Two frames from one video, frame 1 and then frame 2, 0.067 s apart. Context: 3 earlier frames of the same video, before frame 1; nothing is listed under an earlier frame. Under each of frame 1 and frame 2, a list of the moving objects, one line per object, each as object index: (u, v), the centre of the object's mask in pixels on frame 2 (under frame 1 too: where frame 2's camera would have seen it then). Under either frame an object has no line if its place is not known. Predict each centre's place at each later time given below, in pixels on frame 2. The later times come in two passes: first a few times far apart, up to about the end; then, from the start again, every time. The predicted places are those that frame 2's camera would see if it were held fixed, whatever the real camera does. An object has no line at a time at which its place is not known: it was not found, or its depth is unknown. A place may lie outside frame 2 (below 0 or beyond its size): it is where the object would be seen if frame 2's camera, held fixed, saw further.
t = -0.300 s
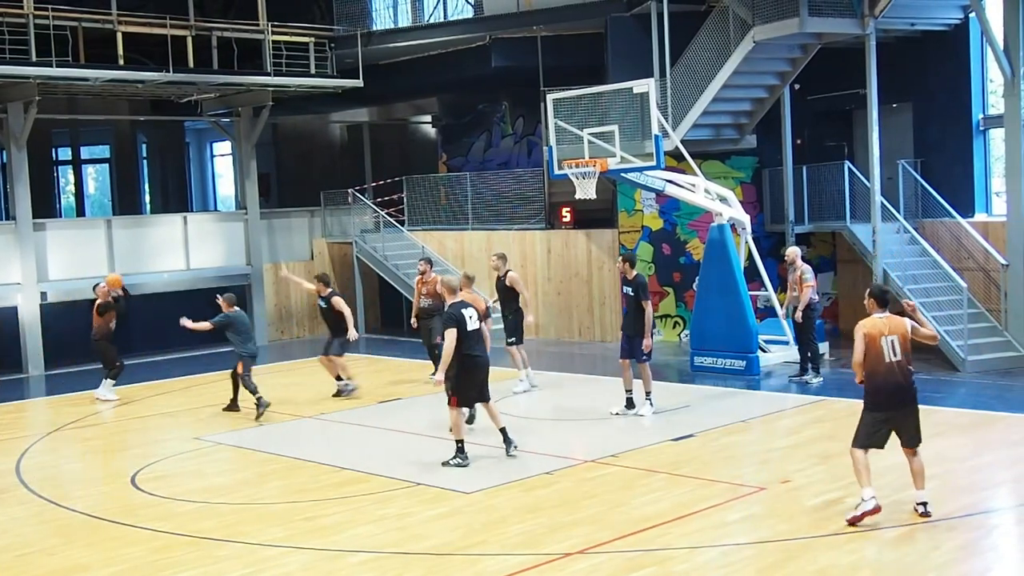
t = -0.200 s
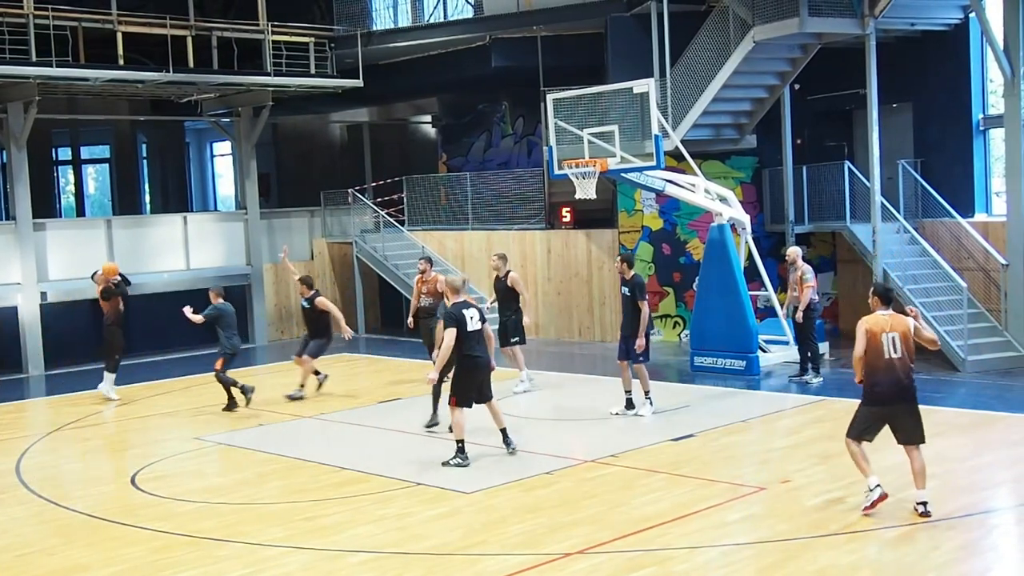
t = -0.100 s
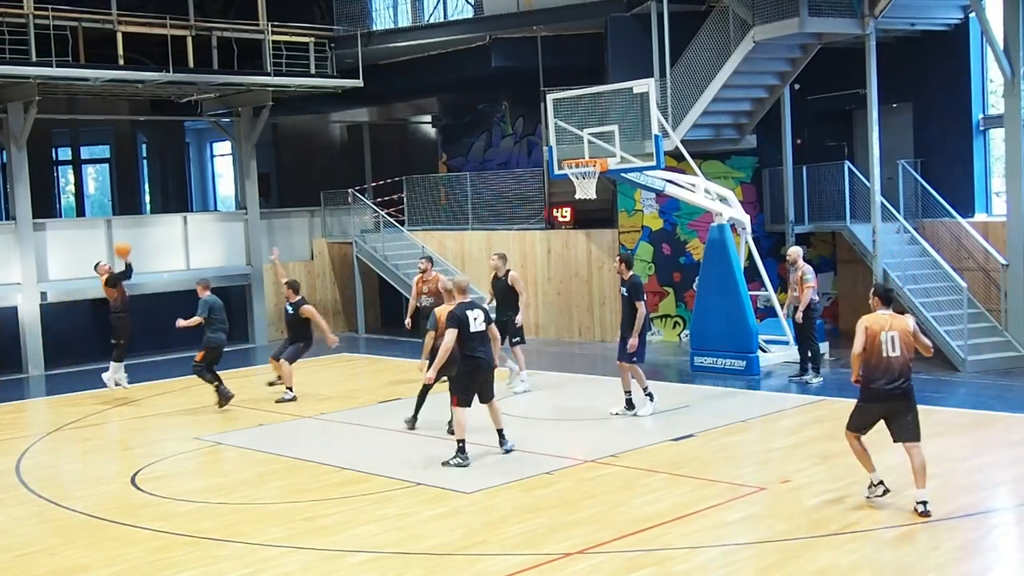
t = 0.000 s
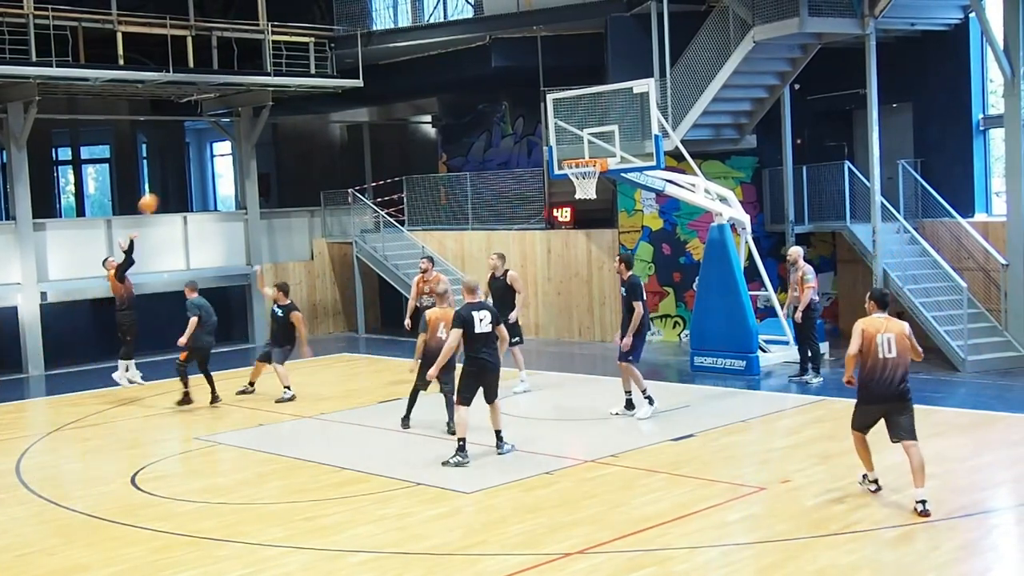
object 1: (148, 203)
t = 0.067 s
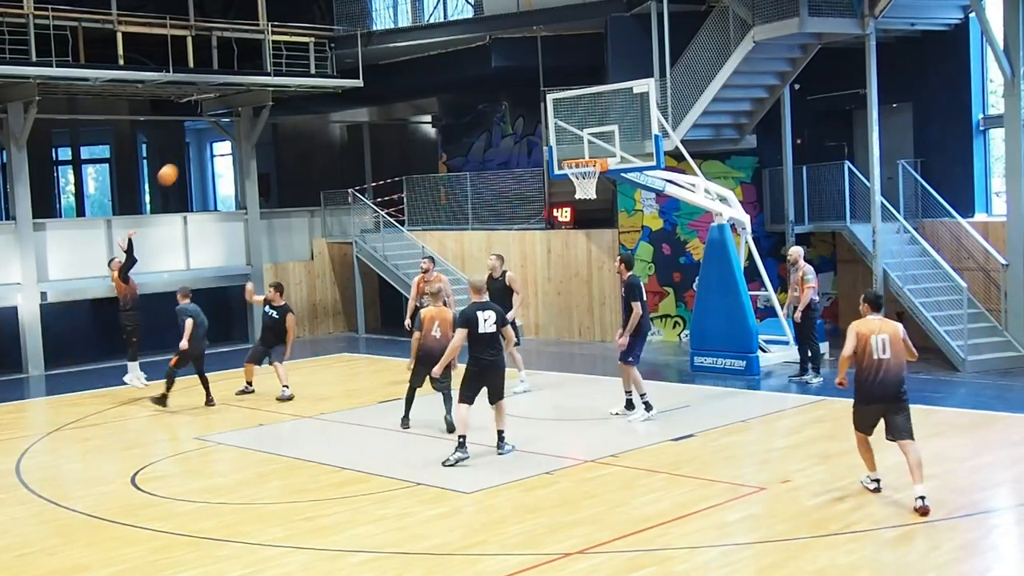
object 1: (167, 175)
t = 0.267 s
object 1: (230, 104)
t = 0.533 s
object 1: (315, 51)
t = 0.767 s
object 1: (395, 45)
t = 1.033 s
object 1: (491, 89)
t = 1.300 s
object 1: (572, 133)
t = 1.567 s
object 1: (608, 96)
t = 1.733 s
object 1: (631, 99)
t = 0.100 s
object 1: (177, 161)
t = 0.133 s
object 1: (188, 148)
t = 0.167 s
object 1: (198, 136)
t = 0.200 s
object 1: (209, 125)
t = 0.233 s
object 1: (219, 114)
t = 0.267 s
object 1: (230, 104)
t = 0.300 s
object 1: (240, 95)
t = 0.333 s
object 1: (250, 87)
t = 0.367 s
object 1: (261, 78)
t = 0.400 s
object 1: (272, 70)
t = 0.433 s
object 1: (283, 65)
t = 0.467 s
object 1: (294, 59)
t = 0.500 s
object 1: (304, 55)
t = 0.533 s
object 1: (315, 51)
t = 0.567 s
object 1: (327, 47)
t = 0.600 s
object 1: (338, 45)
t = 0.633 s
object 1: (349, 43)
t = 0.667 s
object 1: (360, 43)
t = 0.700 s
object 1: (372, 43)
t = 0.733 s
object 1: (383, 43)
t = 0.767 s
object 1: (395, 45)
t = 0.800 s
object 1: (407, 48)
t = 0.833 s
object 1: (418, 51)
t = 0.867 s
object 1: (431, 56)
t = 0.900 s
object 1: (443, 61)
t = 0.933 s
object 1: (455, 67)
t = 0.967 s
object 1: (467, 73)
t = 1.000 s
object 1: (479, 81)
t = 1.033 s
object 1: (491, 89)
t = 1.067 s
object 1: (504, 99)
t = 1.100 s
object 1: (517, 109)
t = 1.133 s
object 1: (528, 120)
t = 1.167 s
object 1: (541, 132)
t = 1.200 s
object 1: (555, 145)
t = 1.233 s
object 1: (564, 151)
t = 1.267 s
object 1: (568, 142)
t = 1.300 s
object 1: (572, 133)
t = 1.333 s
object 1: (576, 125)
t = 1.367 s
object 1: (581, 118)
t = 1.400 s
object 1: (585, 112)
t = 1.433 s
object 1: (589, 107)
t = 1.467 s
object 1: (594, 103)
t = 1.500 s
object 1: (598, 100)
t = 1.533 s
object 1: (603, 98)
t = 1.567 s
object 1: (608, 96)
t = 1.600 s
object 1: (613, 95)
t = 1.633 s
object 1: (617, 95)
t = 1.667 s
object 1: (621, 95)
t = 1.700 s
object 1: (626, 97)
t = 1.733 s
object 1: (631, 99)
